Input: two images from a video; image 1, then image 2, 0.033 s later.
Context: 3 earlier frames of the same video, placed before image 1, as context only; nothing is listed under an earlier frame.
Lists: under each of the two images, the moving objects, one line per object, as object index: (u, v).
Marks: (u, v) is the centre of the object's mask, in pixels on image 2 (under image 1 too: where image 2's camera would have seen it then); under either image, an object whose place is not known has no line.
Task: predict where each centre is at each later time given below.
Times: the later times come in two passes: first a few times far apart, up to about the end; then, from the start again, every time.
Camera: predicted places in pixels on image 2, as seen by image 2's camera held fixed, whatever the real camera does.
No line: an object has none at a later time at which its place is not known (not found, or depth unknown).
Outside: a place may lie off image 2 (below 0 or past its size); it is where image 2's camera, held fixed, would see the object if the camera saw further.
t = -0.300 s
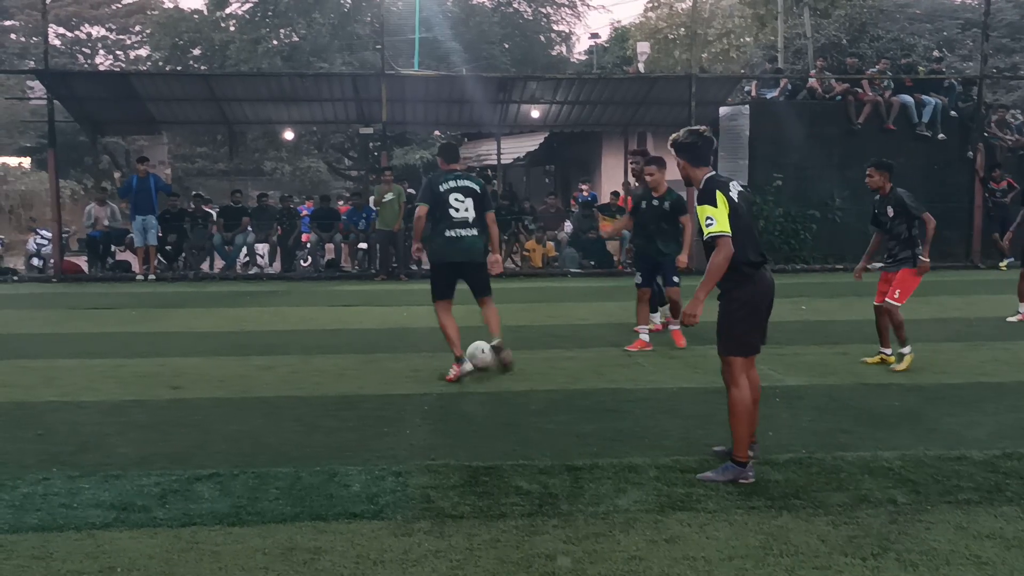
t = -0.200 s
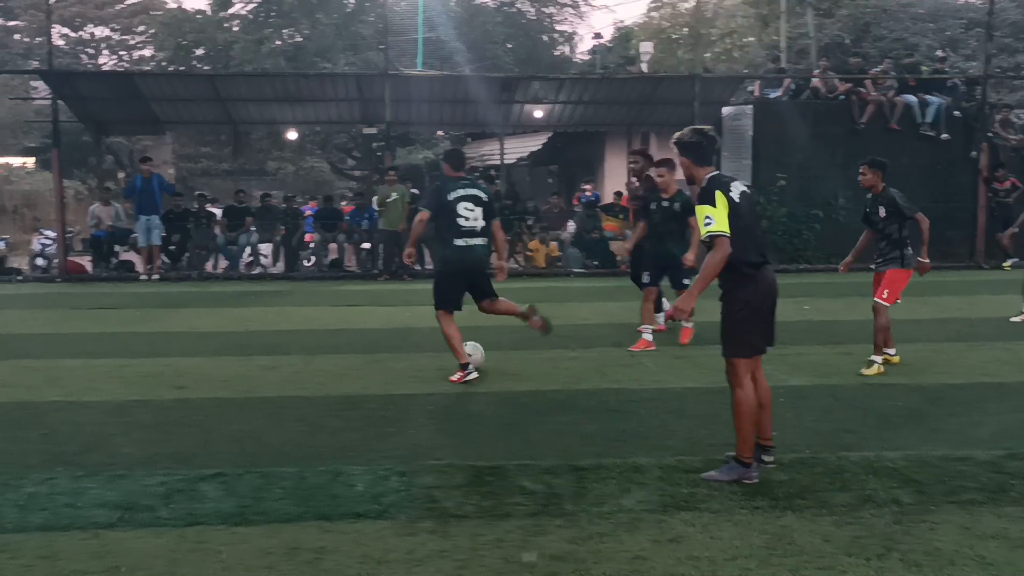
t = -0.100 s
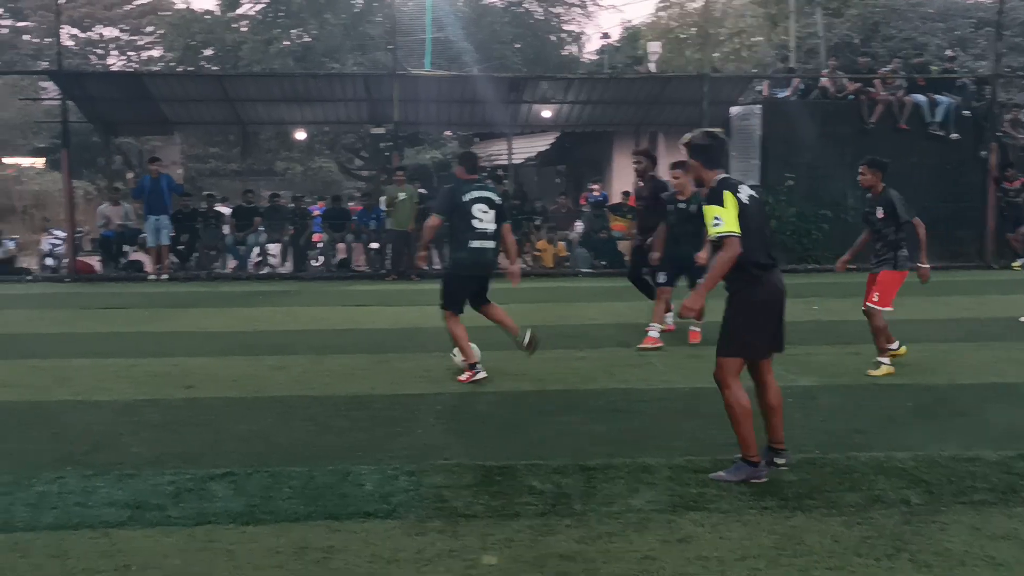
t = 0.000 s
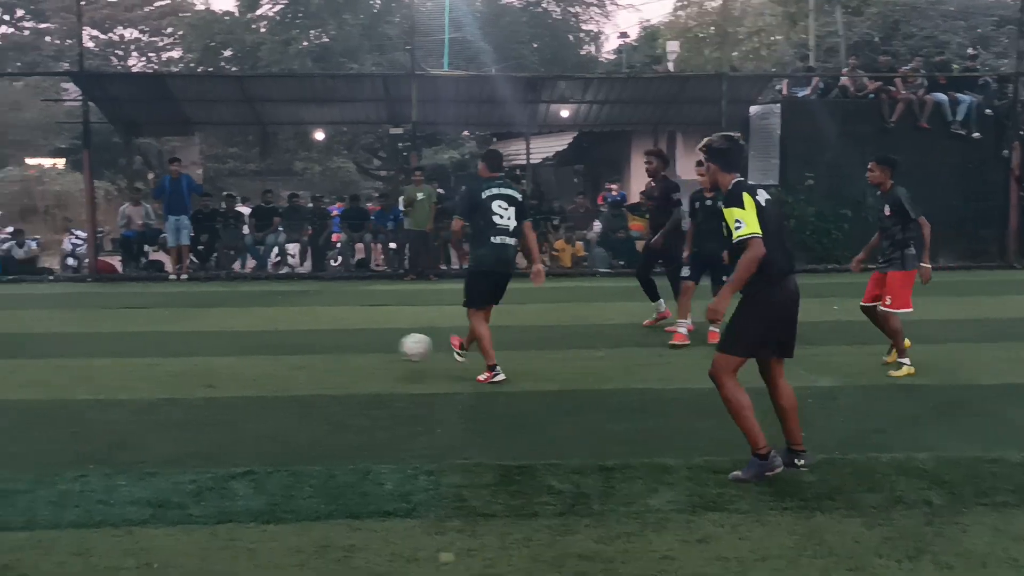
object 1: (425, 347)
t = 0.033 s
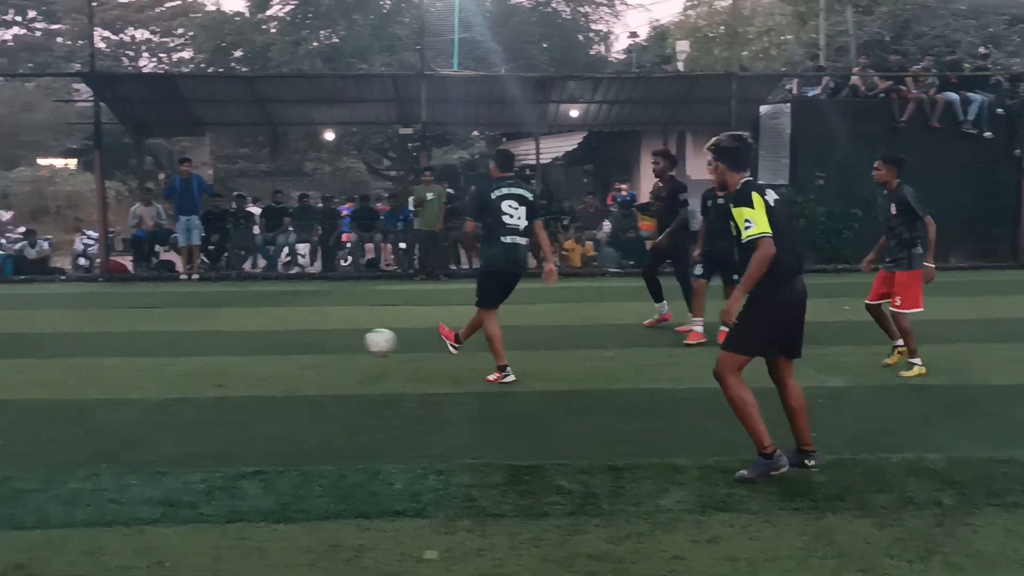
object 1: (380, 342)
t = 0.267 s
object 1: (65, 347)
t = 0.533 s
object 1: (-231, 353)
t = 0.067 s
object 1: (335, 338)
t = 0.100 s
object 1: (291, 336)
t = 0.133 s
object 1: (245, 335)
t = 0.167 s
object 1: (200, 336)
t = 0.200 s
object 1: (156, 338)
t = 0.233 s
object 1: (111, 342)
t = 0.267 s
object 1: (65, 347)
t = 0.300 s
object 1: (20, 354)
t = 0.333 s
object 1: (-24, 361)
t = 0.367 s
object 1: (-58, 356)
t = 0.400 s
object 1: (-93, 352)
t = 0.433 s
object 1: (-128, 351)
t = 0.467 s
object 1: (-162, 351)
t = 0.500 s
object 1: (-195, 351)
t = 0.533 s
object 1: (-231, 353)
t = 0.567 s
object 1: (-266, 357)
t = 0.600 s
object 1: (-303, 364)
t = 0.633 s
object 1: (-334, 366)
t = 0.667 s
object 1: (-360, 360)
